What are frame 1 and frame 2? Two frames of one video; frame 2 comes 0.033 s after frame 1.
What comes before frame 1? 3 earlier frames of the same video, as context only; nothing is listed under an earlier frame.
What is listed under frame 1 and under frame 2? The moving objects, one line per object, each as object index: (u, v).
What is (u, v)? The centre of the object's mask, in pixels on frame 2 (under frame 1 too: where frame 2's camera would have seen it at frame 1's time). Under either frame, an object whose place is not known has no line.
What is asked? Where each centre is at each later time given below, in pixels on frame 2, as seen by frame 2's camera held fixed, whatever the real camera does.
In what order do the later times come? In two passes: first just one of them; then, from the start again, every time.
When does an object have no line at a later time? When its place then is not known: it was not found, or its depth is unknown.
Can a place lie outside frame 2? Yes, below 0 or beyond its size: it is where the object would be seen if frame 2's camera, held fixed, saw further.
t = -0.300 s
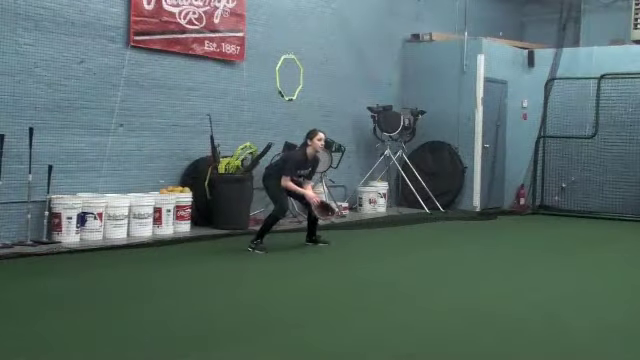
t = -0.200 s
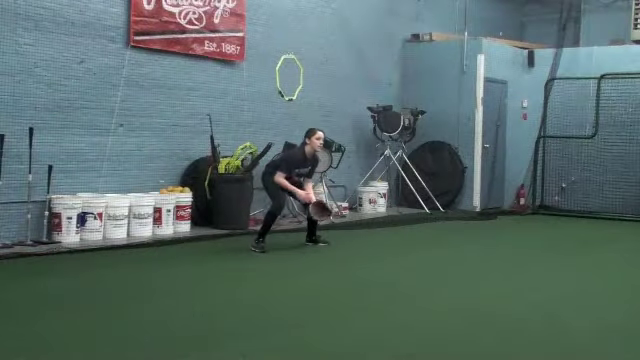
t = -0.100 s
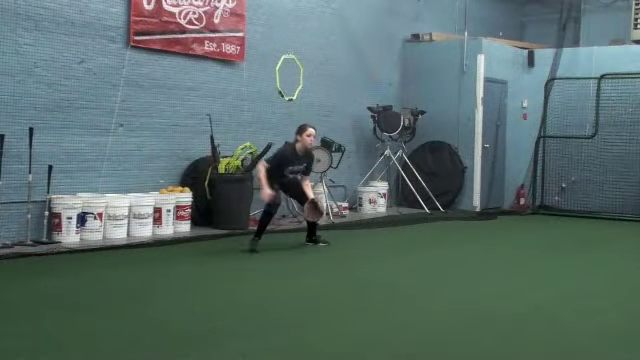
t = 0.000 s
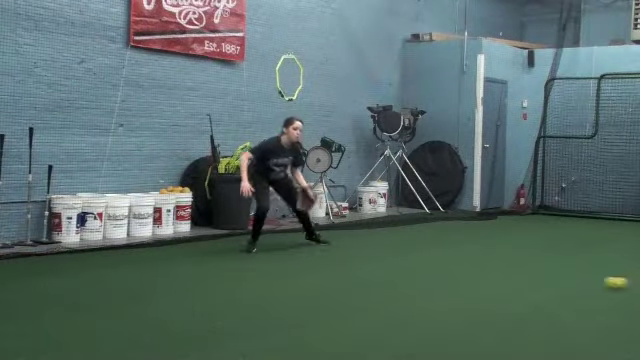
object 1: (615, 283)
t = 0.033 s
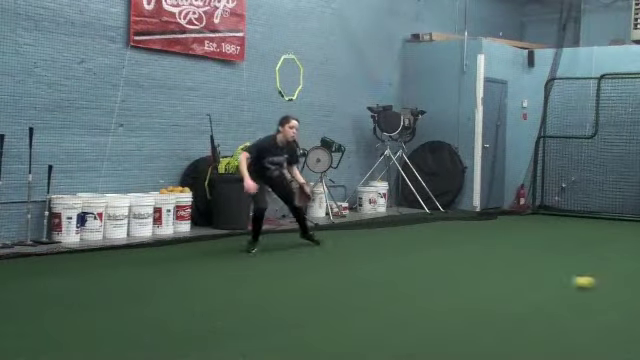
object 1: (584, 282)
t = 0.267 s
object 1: (395, 260)
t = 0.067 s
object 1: (552, 283)
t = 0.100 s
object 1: (522, 286)
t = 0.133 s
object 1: (493, 288)
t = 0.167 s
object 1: (467, 277)
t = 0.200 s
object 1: (442, 269)
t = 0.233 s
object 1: (418, 264)
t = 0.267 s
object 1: (395, 260)
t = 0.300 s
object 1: (372, 257)
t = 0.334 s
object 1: (350, 256)
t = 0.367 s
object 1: (329, 256)
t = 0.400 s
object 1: (309, 258)
